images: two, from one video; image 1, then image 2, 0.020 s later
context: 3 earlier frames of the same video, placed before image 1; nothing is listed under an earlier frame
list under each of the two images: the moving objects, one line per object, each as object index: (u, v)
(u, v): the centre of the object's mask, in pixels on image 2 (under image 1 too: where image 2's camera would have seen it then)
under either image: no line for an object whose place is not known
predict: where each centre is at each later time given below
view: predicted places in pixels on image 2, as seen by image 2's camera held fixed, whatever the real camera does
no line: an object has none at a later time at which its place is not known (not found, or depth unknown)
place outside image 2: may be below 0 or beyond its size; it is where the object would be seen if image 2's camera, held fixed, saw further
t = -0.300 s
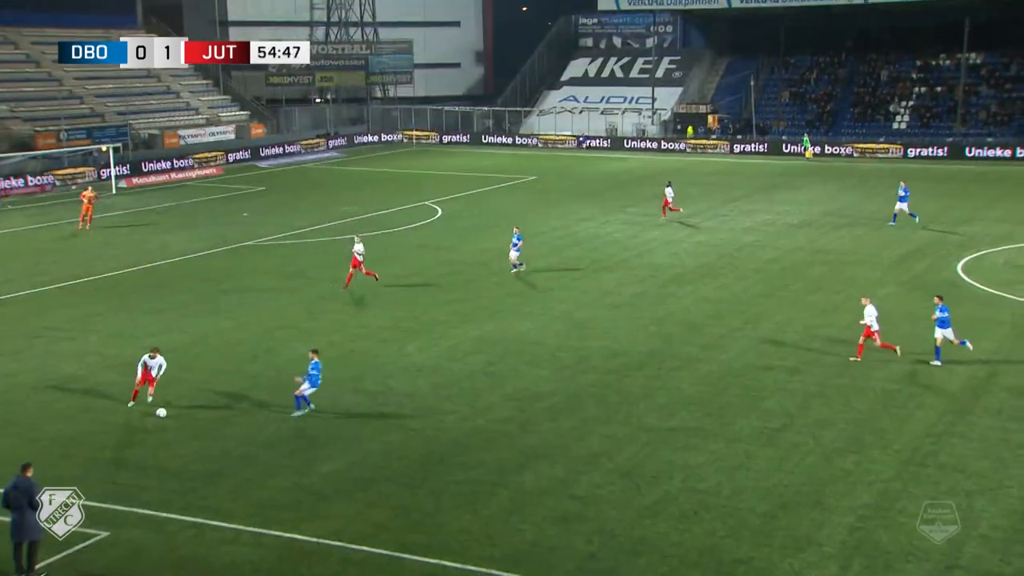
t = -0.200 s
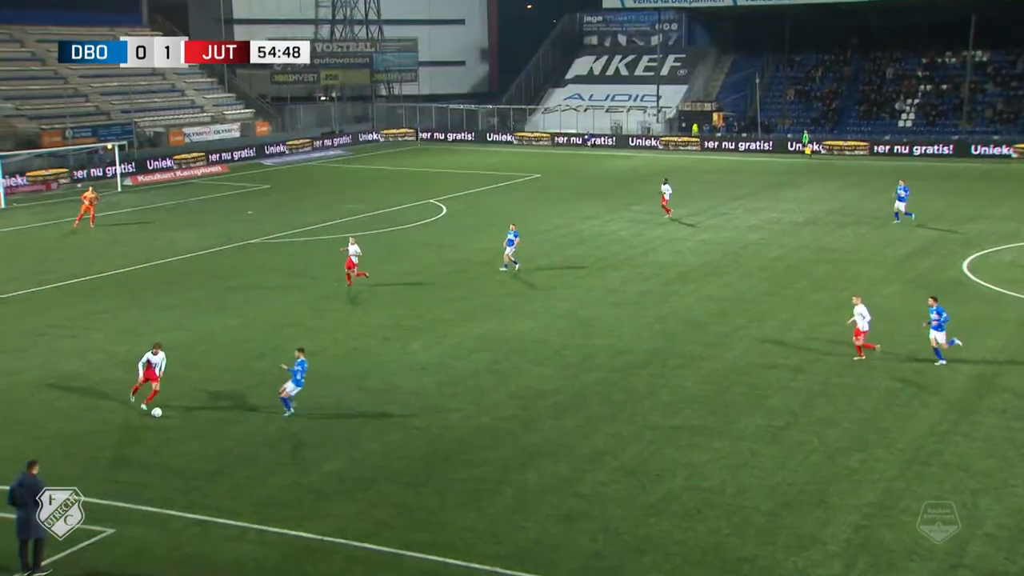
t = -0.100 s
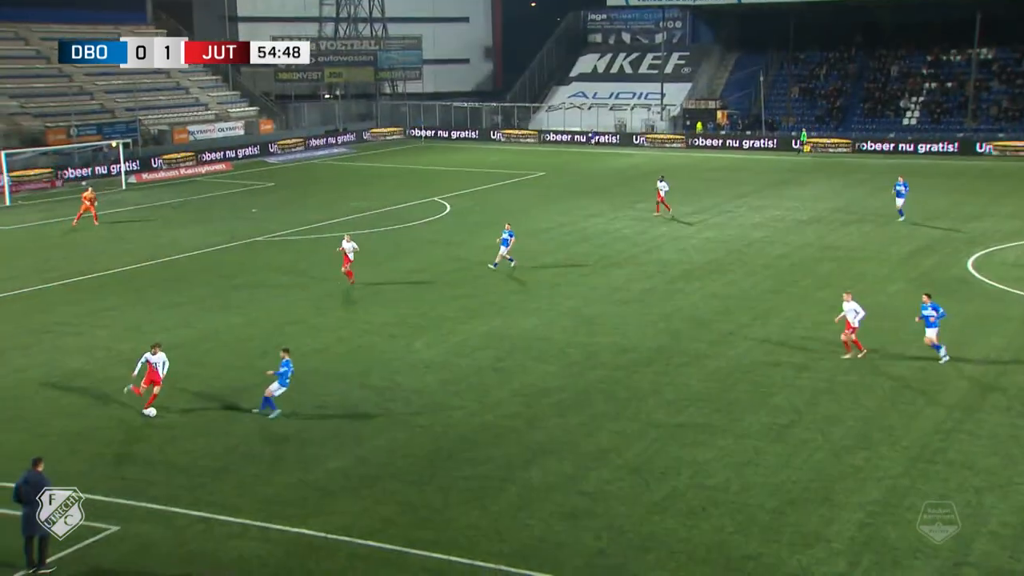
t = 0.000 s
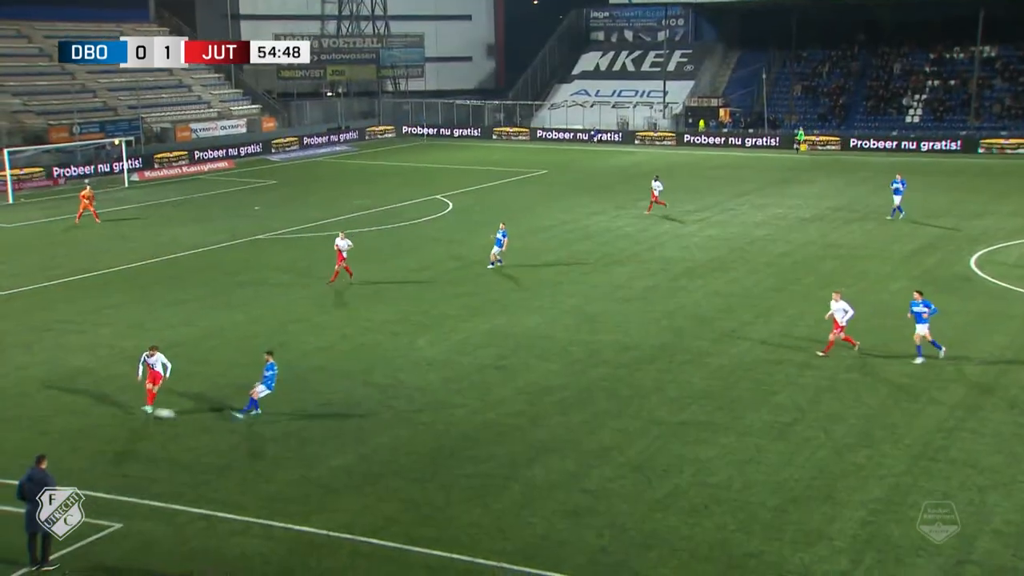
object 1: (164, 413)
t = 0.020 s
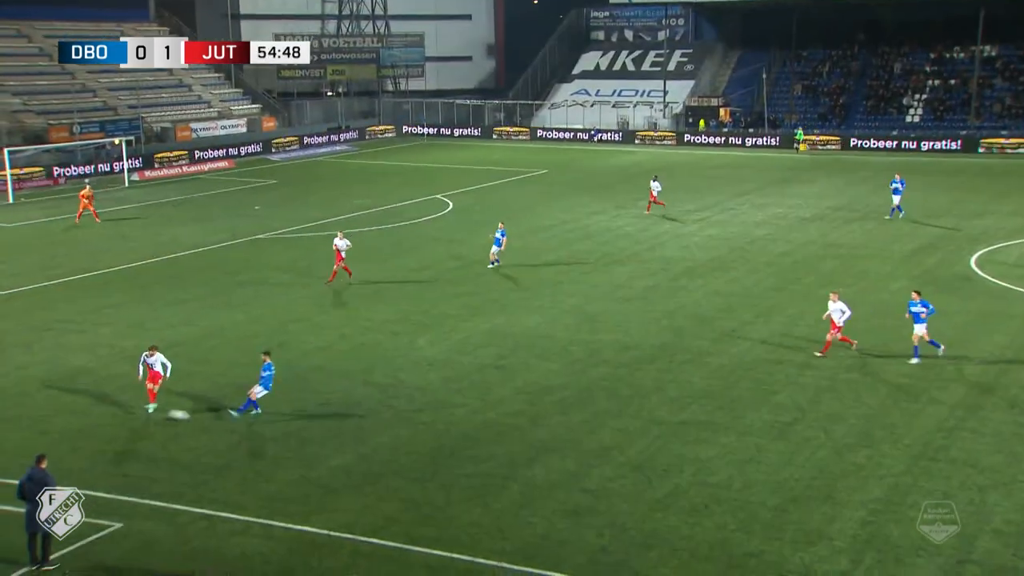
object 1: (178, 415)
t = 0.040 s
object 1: (193, 417)
